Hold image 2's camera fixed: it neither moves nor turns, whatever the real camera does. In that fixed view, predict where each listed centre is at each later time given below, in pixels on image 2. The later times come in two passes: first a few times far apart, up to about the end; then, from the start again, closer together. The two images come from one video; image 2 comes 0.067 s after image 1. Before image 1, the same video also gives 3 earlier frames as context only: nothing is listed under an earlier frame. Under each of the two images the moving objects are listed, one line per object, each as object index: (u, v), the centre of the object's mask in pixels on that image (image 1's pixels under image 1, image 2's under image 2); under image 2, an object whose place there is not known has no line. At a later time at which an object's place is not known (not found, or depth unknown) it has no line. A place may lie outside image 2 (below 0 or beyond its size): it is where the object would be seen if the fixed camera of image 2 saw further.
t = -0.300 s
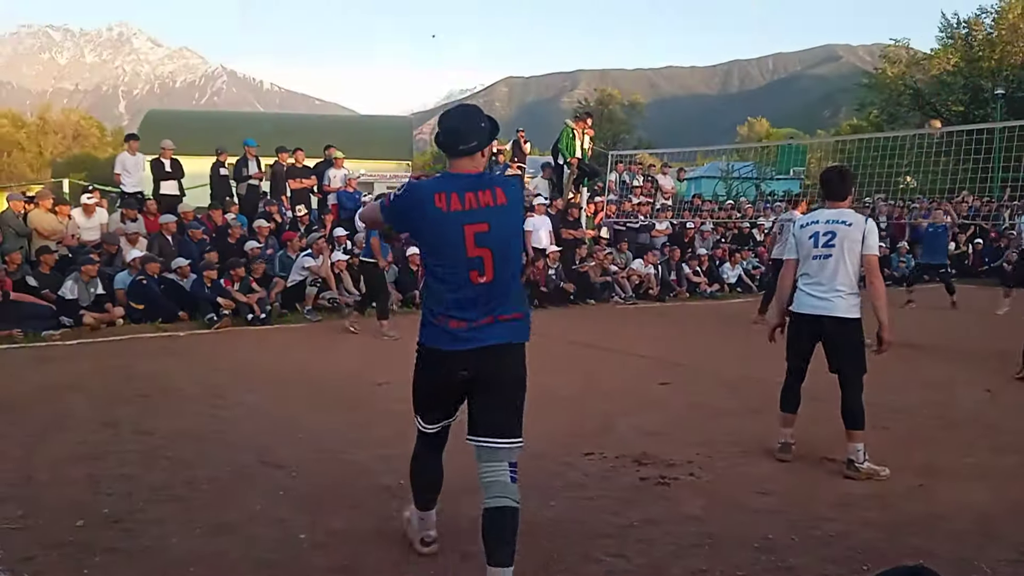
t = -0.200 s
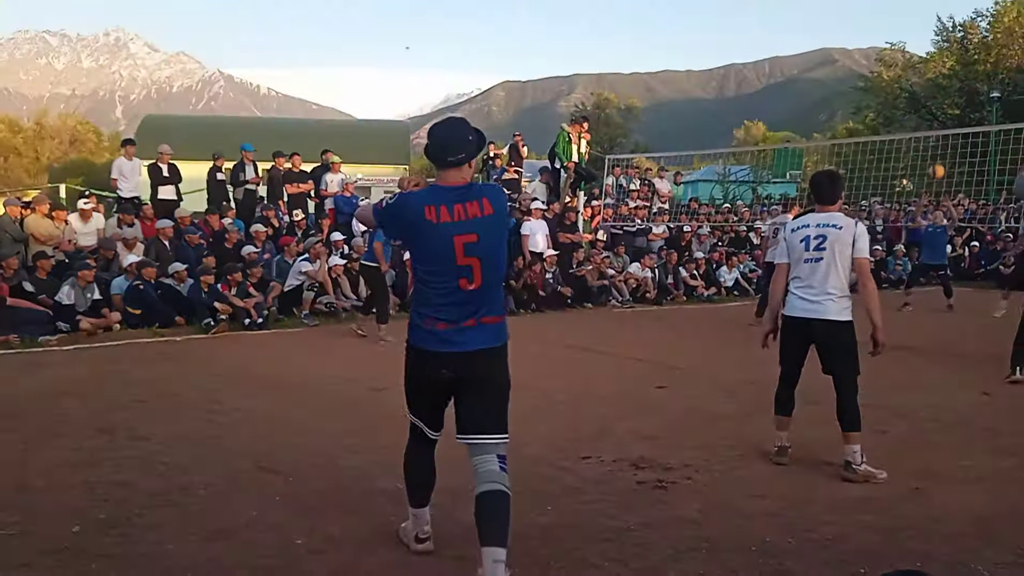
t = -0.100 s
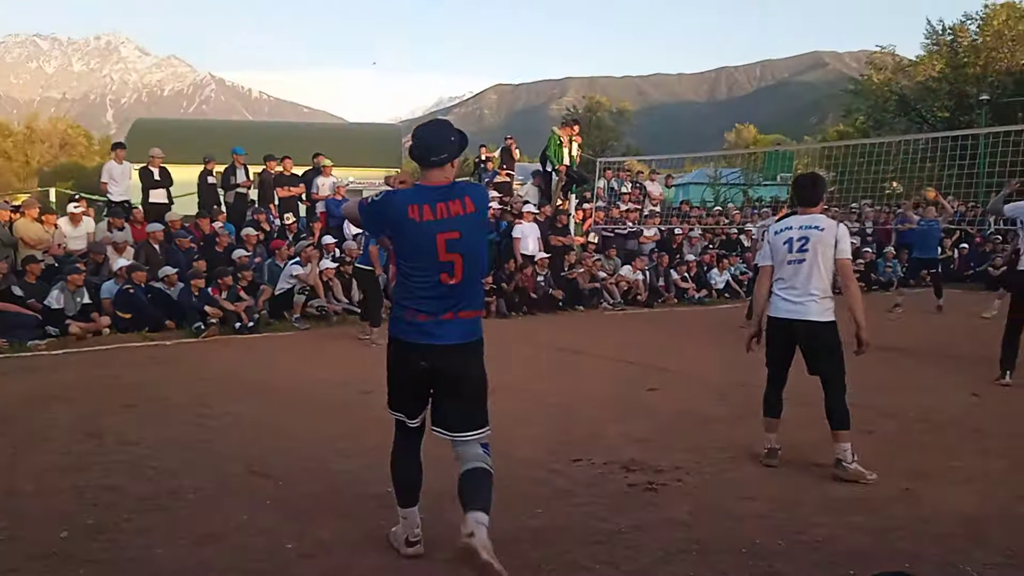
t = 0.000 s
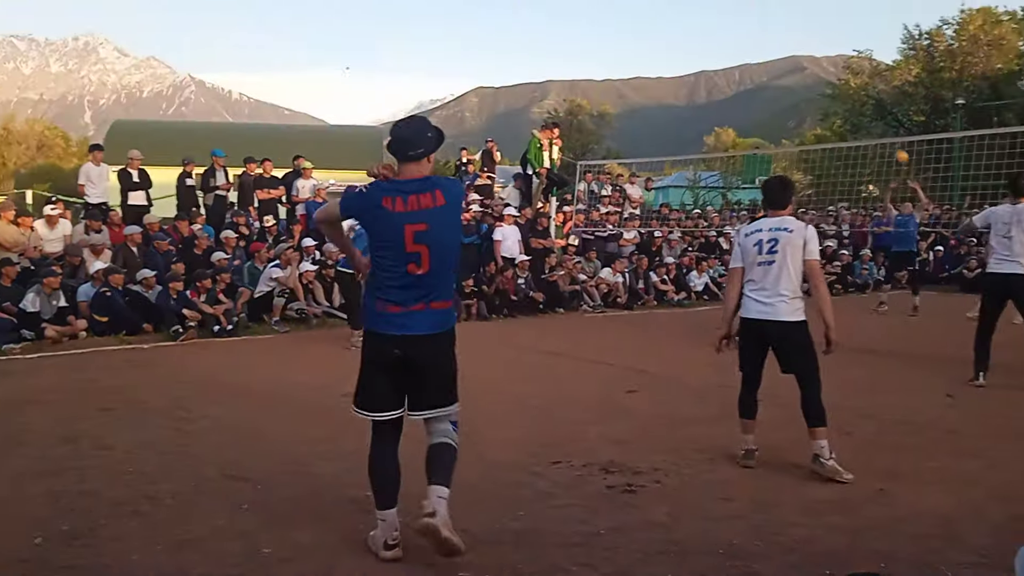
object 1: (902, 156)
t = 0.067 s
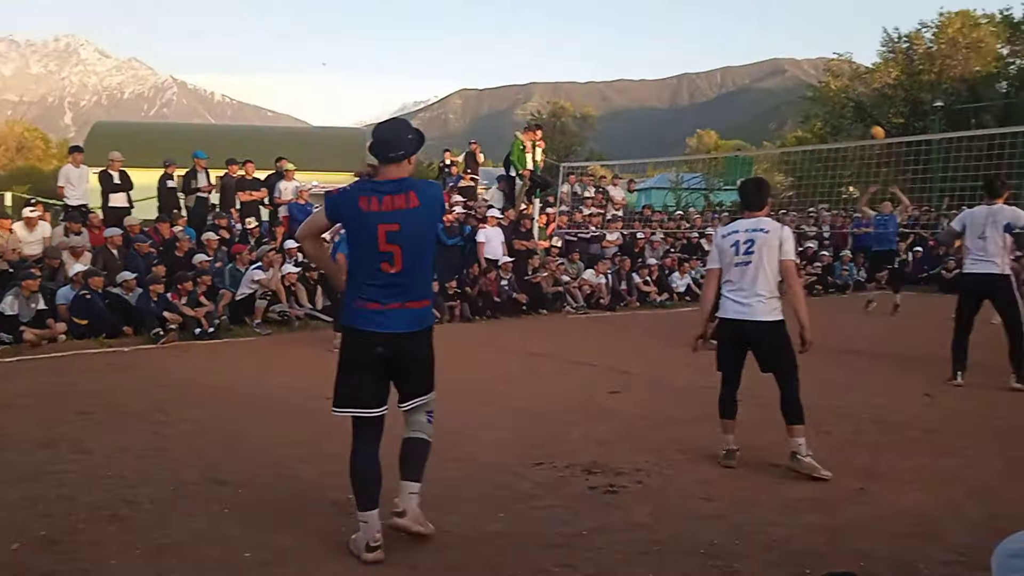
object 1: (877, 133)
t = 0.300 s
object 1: (860, 64)
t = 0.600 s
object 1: (837, 25)
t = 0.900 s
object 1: (810, 46)
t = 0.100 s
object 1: (875, 122)
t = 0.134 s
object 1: (873, 110)
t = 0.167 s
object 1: (871, 100)
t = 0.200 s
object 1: (870, 90)
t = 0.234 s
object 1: (867, 80)
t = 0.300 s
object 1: (860, 64)
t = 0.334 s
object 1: (859, 57)
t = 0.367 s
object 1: (856, 50)
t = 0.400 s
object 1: (853, 45)
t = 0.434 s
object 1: (850, 39)
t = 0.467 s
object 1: (848, 35)
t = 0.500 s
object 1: (846, 31)
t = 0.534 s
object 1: (843, 28)
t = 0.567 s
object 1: (840, 26)
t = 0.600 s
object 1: (837, 25)
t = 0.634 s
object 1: (834, 24)
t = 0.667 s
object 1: (831, 24)
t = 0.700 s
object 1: (829, 25)
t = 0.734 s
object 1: (826, 26)
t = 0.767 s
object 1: (823, 29)
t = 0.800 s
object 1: (820, 32)
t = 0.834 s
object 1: (817, 35)
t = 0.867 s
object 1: (814, 40)
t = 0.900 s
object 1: (810, 46)
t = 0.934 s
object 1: (808, 53)
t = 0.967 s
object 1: (804, 60)
